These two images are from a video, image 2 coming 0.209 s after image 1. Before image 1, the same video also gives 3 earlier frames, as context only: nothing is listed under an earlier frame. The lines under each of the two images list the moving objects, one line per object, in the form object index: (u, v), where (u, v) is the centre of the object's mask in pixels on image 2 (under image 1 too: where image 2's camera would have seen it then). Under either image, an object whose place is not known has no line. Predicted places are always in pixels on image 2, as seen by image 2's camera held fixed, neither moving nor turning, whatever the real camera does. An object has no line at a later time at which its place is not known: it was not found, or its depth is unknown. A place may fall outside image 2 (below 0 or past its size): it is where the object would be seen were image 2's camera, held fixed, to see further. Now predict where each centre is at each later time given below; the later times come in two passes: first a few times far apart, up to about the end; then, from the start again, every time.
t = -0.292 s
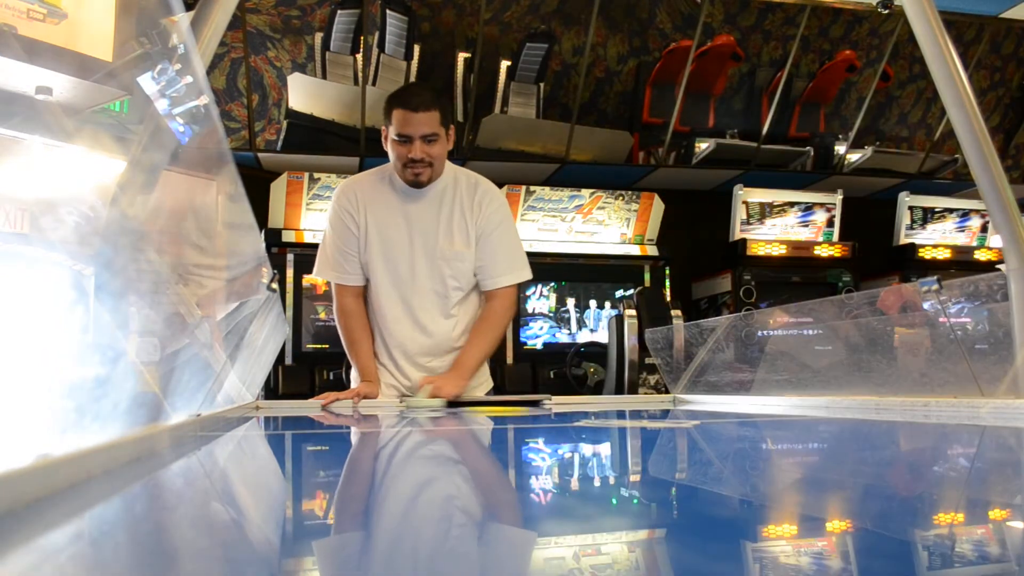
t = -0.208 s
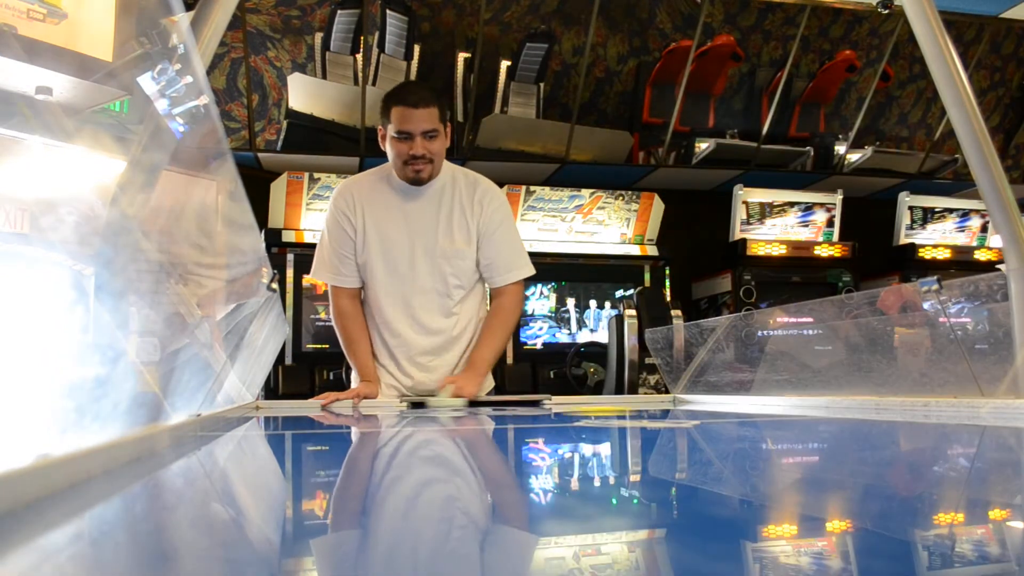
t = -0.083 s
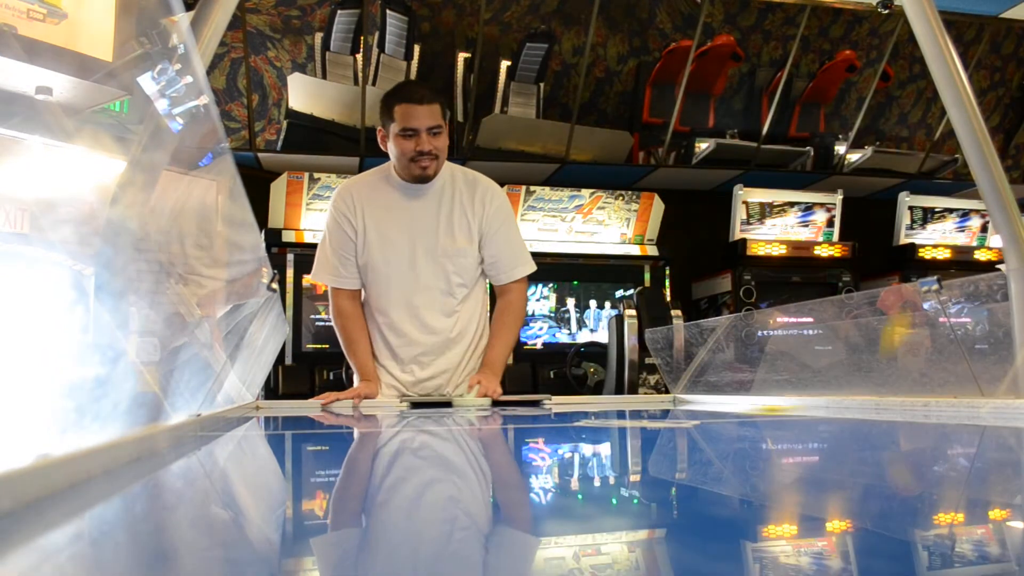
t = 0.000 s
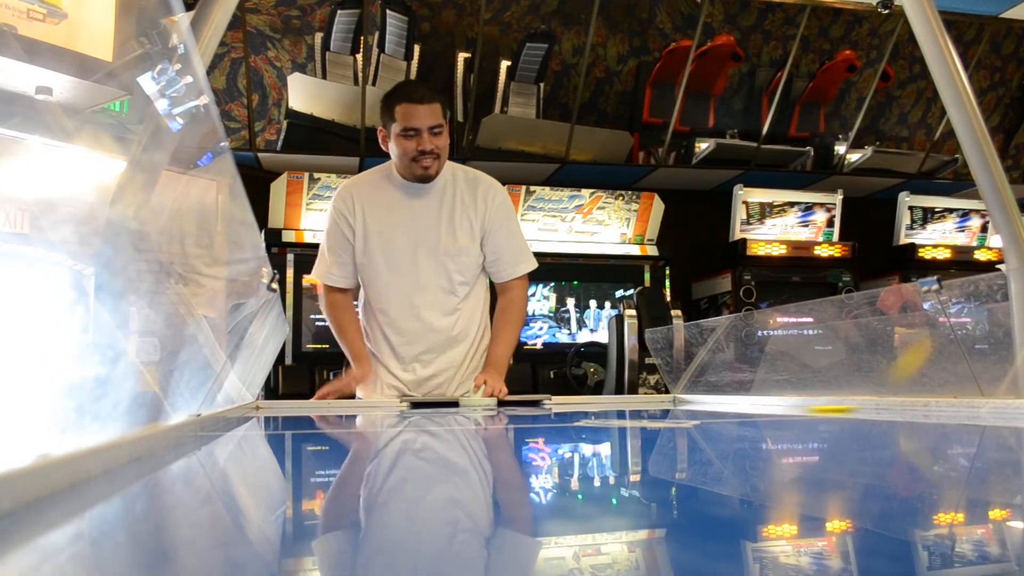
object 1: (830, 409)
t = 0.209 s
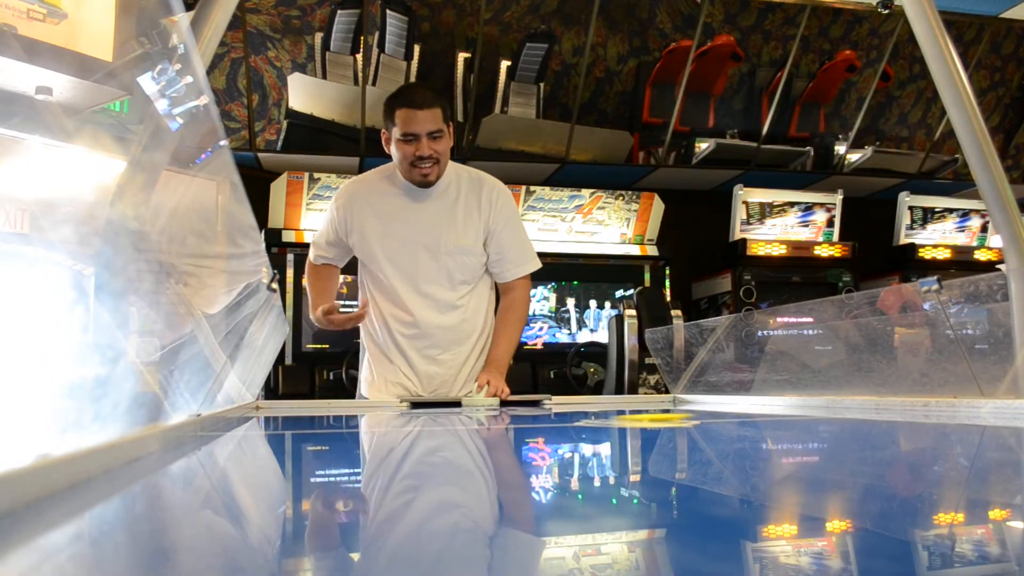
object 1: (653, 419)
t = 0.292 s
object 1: (560, 423)
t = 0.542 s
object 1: (290, 440)
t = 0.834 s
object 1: (801, 432)
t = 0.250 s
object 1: (609, 421)
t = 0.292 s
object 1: (560, 423)
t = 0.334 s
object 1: (510, 426)
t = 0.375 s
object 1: (447, 428)
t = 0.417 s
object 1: (377, 433)
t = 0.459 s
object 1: (306, 436)
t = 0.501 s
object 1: (233, 440)
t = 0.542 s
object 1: (290, 440)
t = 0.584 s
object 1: (355, 439)
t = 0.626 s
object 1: (435, 437)
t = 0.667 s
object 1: (510, 436)
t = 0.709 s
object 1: (581, 435)
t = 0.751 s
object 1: (658, 434)
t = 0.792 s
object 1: (728, 433)
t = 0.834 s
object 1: (801, 432)
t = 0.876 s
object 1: (872, 430)
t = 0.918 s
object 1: (940, 429)
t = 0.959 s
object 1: (993, 427)
